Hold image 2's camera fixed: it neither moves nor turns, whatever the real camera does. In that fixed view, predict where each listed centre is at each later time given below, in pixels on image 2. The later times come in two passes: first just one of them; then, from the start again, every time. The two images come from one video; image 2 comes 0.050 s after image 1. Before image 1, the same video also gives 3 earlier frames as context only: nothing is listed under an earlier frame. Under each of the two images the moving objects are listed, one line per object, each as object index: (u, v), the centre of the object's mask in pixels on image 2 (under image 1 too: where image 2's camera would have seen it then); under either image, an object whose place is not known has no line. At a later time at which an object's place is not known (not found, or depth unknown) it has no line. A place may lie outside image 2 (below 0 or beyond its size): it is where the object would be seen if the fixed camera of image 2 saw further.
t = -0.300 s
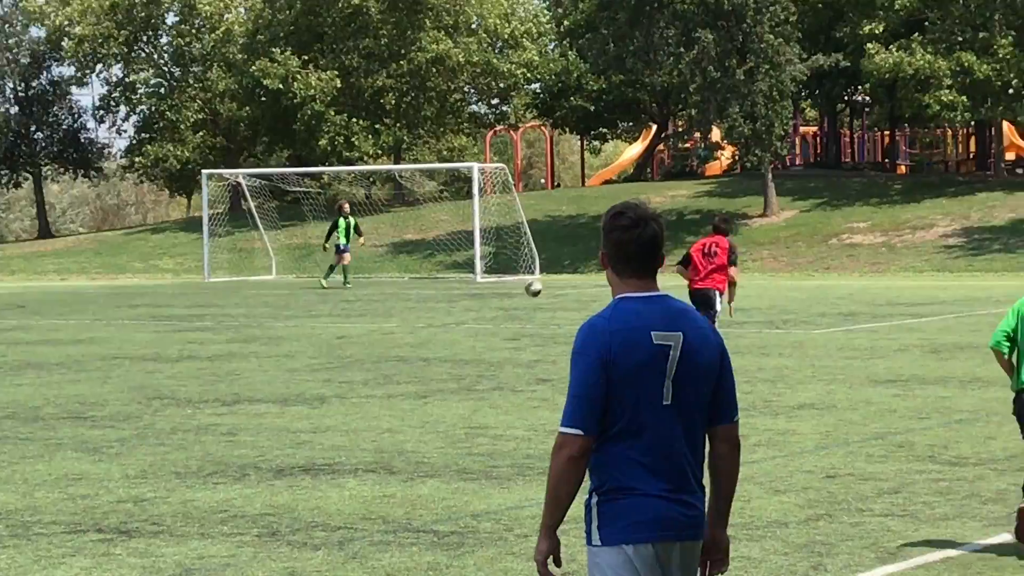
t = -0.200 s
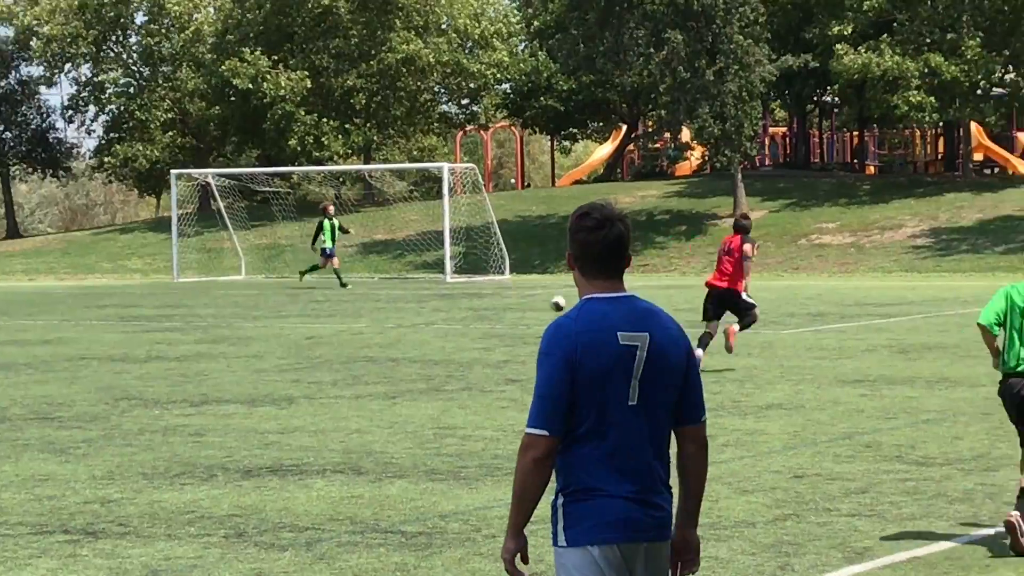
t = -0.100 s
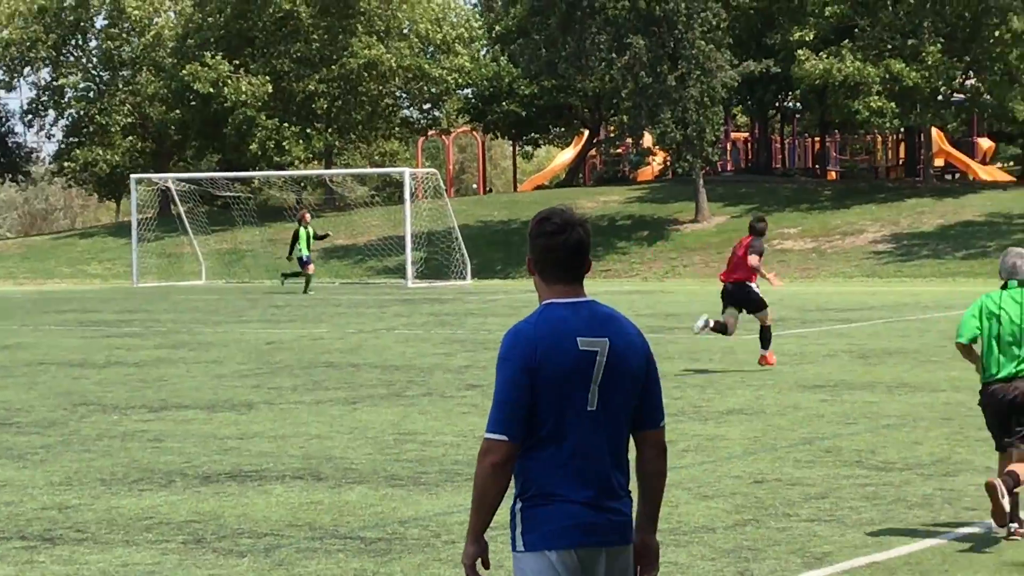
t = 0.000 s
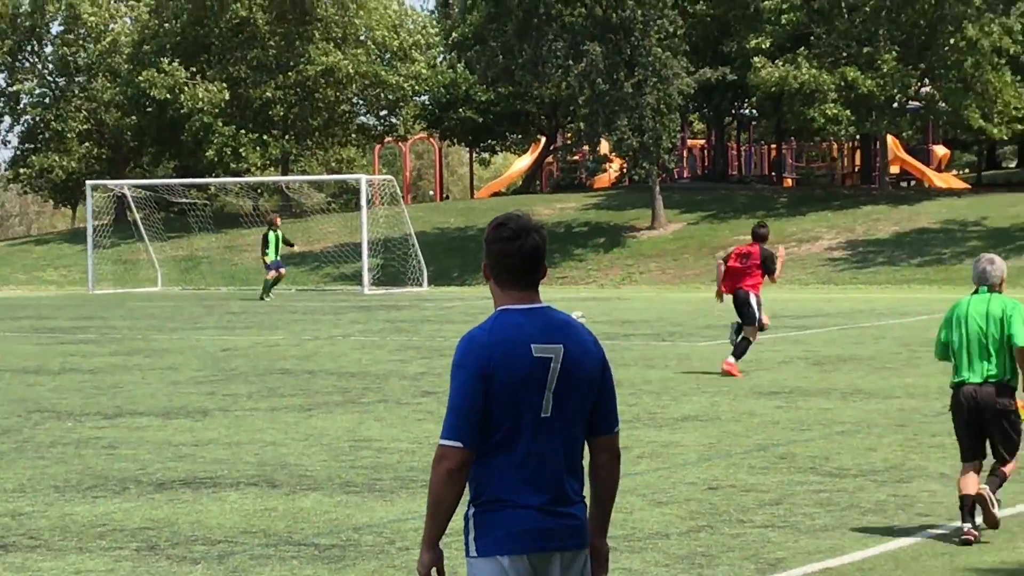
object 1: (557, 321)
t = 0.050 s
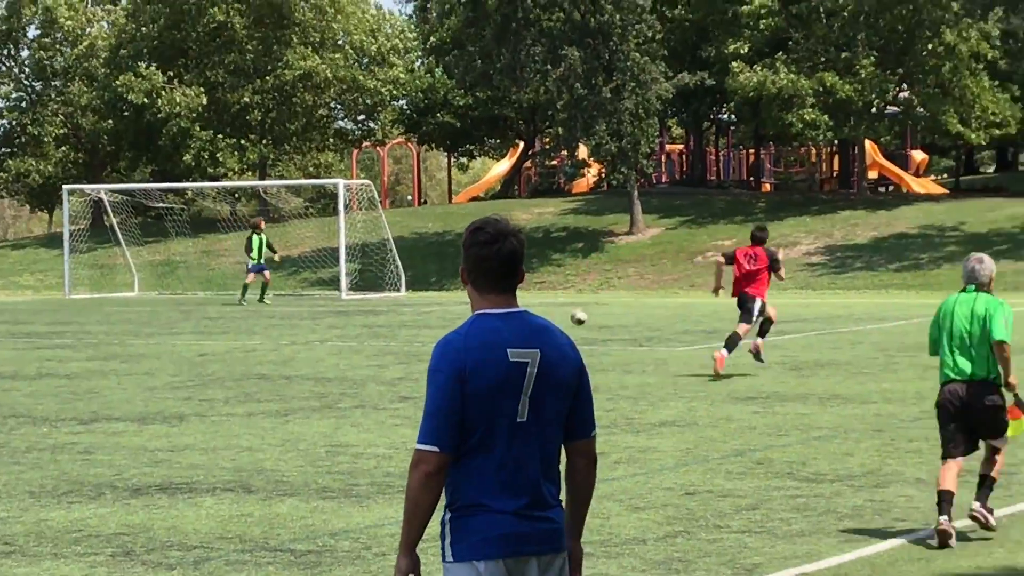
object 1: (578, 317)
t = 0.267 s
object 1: (677, 305)
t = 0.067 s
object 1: (586, 315)
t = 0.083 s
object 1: (594, 312)
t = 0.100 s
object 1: (602, 310)
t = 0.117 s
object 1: (610, 310)
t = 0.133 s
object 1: (617, 309)
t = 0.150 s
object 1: (624, 307)
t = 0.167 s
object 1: (632, 306)
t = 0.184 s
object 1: (639, 306)
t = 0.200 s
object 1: (647, 306)
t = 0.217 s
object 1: (655, 306)
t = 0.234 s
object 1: (662, 306)
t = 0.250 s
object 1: (670, 307)
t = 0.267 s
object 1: (677, 305)
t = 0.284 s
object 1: (684, 306)
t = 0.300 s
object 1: (693, 309)
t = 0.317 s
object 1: (700, 310)
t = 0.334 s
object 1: (708, 311)
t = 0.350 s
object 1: (714, 311)
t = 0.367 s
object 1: (720, 315)
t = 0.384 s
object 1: (729, 317)
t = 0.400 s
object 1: (736, 319)
